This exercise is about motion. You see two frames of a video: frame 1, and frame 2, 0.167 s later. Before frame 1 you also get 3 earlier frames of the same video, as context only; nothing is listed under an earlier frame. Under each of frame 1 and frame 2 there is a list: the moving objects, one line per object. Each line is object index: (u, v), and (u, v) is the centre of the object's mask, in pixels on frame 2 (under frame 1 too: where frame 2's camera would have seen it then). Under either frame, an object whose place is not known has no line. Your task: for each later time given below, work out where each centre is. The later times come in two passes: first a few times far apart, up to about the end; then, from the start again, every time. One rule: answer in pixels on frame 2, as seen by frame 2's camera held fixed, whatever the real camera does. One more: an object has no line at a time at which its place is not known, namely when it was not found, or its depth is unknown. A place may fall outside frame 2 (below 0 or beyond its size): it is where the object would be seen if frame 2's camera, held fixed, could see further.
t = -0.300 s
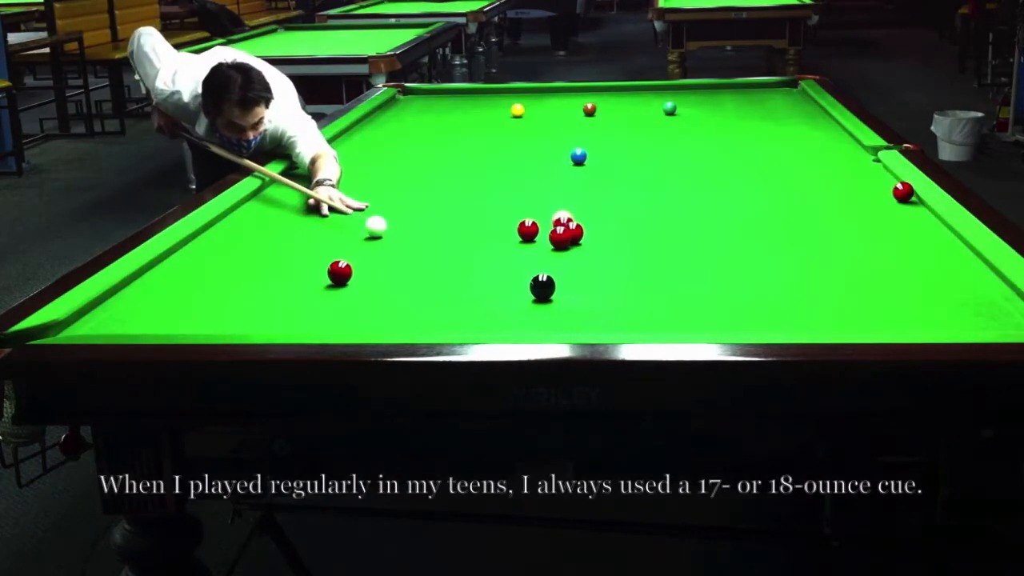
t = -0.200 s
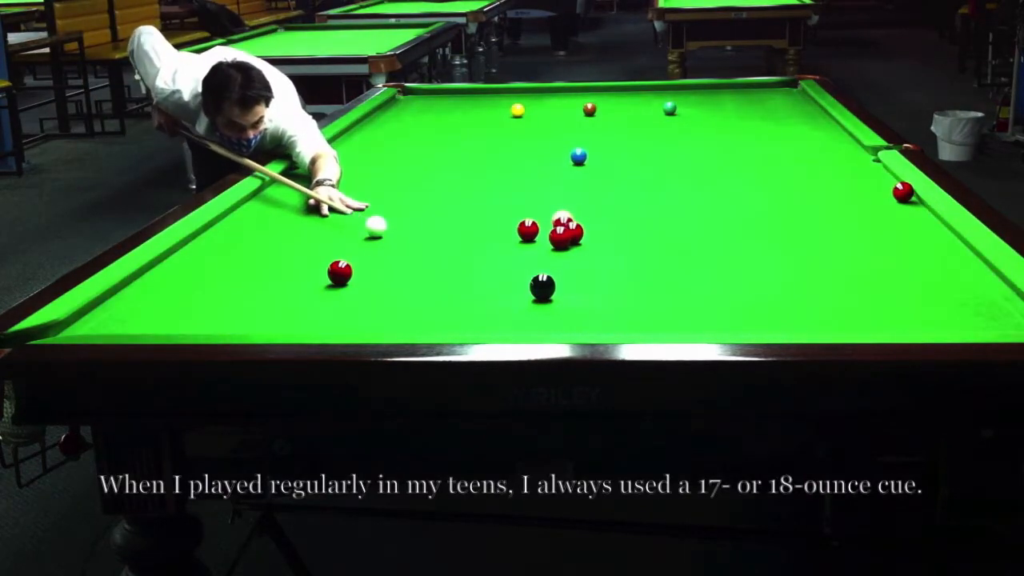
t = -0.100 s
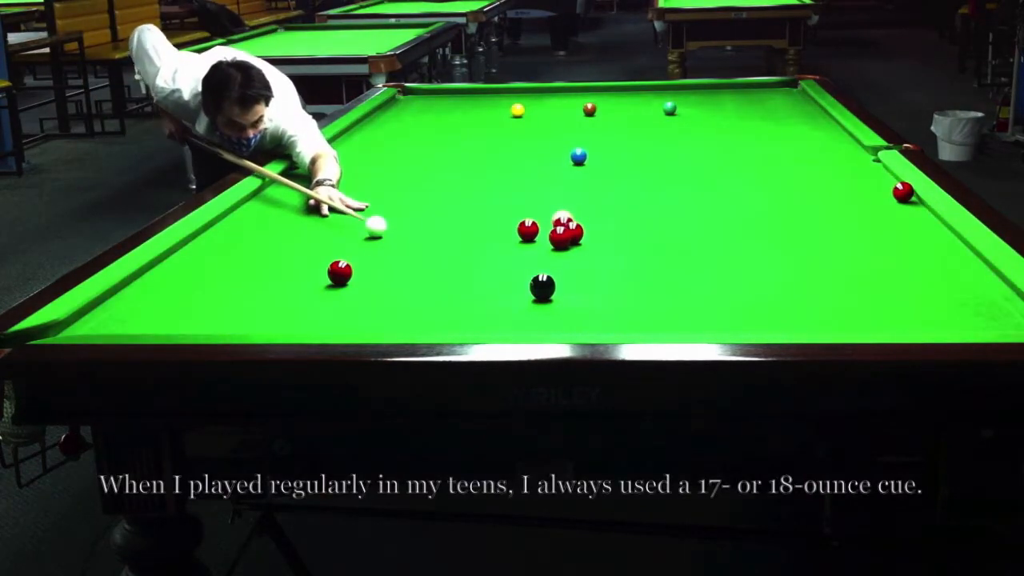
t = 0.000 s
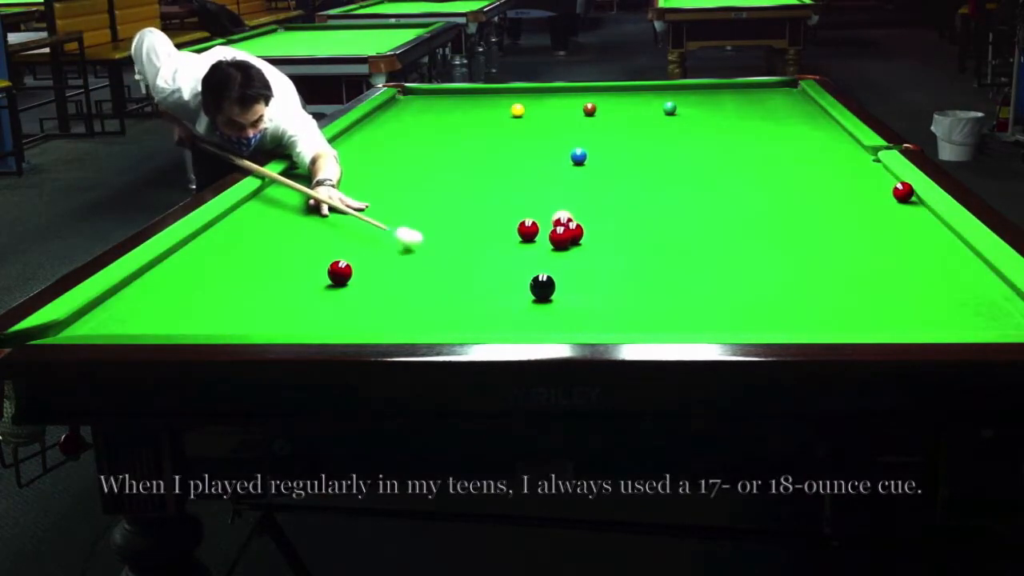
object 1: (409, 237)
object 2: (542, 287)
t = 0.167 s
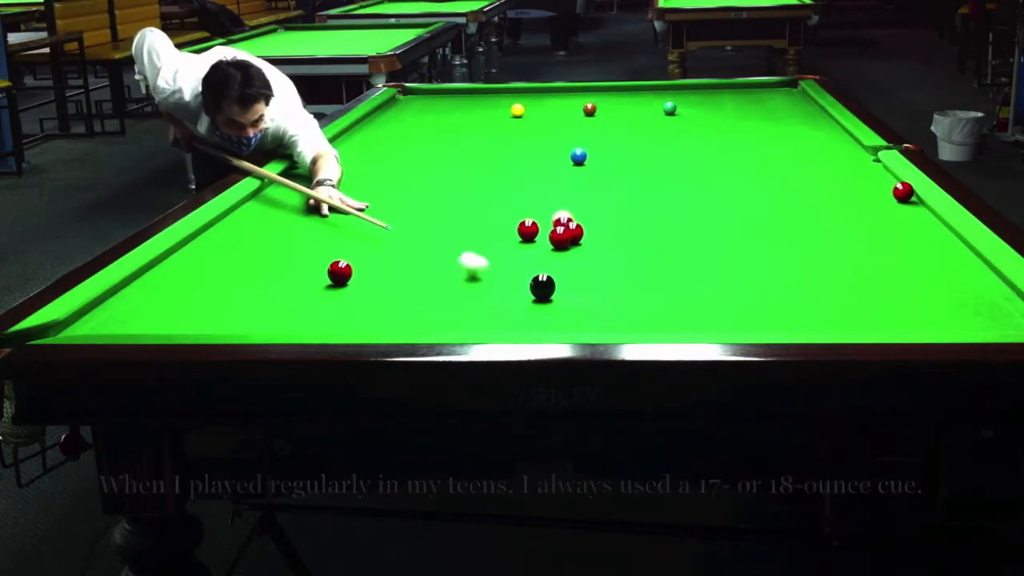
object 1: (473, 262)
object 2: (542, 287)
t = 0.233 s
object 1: (500, 273)
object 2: (542, 287)
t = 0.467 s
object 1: (495, 309)
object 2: (638, 296)
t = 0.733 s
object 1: (492, 318)
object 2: (751, 307)
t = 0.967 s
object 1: (497, 296)
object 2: (853, 315)
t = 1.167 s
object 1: (501, 280)
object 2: (944, 321)
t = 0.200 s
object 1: (487, 268)
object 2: (542, 287)
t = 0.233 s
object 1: (500, 273)
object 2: (542, 287)
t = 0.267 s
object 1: (514, 281)
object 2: (543, 287)
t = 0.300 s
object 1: (514, 286)
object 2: (557, 289)
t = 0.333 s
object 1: (508, 290)
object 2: (575, 289)
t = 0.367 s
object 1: (503, 295)
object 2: (592, 291)
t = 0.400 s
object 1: (500, 300)
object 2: (608, 293)
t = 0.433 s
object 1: (497, 304)
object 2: (624, 295)
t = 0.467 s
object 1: (495, 309)
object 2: (638, 296)
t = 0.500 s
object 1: (494, 314)
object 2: (652, 297)
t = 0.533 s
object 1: (493, 318)
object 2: (666, 299)
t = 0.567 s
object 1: (491, 321)
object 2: (680, 300)
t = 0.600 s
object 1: (489, 324)
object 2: (694, 302)
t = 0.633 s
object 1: (489, 324)
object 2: (708, 303)
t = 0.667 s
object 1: (490, 322)
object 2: (722, 304)
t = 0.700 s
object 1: (491, 320)
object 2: (736, 305)
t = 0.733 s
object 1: (492, 318)
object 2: (751, 307)
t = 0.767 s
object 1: (492, 315)
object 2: (765, 308)
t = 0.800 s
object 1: (493, 312)
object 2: (780, 309)
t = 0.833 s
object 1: (494, 308)
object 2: (794, 310)
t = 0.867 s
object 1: (495, 305)
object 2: (809, 312)
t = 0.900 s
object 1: (496, 302)
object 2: (824, 313)
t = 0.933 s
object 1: (496, 299)
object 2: (838, 314)
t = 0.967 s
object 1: (497, 296)
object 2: (853, 315)
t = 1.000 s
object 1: (498, 293)
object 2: (869, 316)
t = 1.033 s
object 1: (498, 290)
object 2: (884, 317)
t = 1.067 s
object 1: (499, 288)
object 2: (899, 318)
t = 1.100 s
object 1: (500, 285)
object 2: (914, 319)
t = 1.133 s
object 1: (500, 282)
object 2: (928, 320)
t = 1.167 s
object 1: (501, 280)
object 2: (944, 321)
